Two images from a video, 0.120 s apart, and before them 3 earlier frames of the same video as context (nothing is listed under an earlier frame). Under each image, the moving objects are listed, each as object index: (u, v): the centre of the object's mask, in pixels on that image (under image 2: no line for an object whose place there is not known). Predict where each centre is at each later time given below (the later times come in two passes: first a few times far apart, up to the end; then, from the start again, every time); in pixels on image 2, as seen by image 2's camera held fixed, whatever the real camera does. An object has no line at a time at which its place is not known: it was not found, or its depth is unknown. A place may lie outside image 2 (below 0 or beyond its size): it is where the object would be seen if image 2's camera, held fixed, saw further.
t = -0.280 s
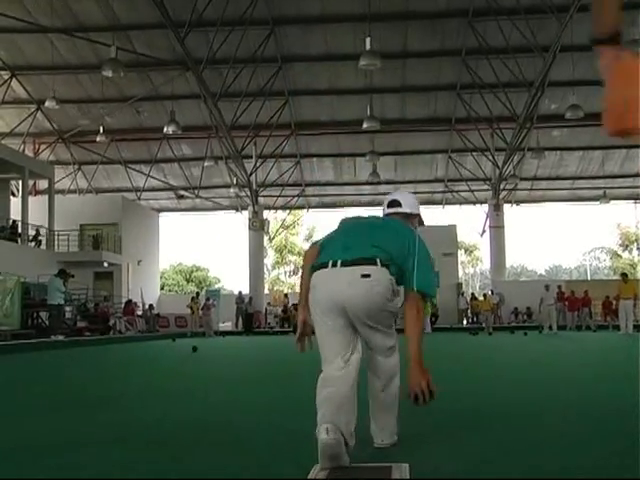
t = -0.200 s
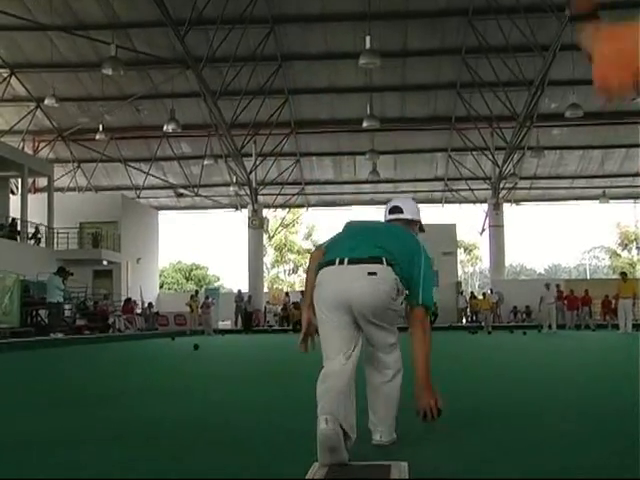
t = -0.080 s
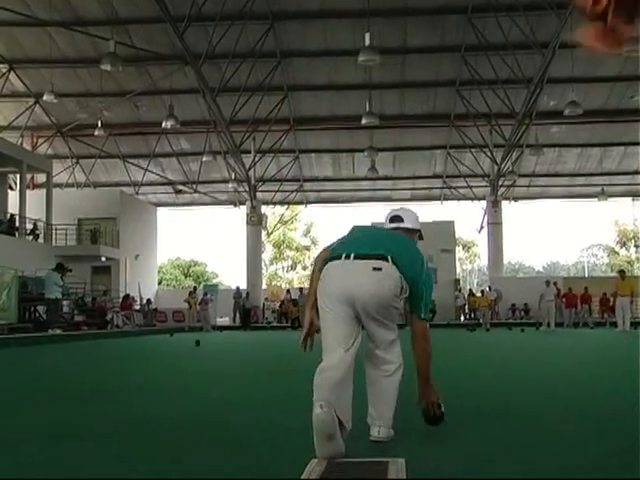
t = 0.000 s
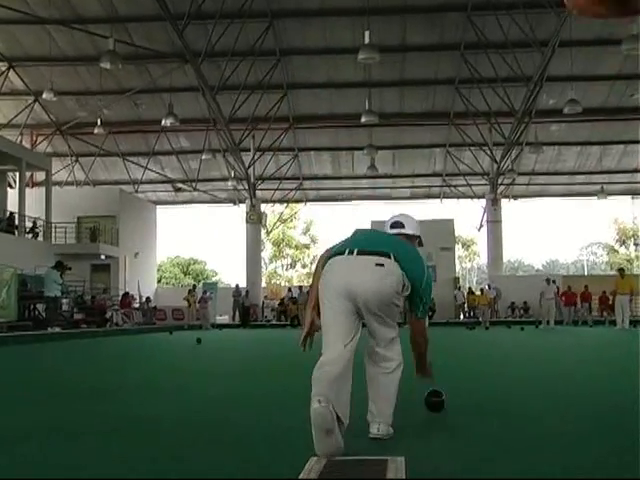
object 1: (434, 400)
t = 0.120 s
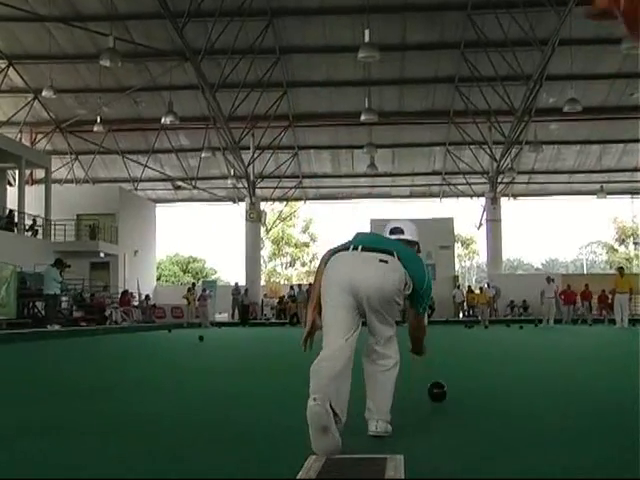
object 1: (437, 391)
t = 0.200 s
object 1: (438, 384)
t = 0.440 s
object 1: (442, 376)
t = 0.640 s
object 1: (444, 370)
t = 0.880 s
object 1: (446, 364)
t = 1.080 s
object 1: (447, 360)
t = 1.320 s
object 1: (448, 356)
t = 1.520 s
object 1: (448, 353)
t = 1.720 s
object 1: (448, 351)
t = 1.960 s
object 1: (447, 348)
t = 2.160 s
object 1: (447, 346)
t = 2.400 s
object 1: (446, 344)
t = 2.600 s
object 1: (445, 343)
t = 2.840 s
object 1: (444, 341)
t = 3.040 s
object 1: (443, 340)
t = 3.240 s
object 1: (442, 338)
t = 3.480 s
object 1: (440, 337)
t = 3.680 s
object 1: (439, 337)
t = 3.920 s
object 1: (437, 336)
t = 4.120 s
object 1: (435, 335)
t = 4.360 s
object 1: (433, 334)
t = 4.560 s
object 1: (431, 333)
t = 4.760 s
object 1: (429, 333)
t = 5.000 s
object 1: (427, 332)
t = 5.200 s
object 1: (425, 332)
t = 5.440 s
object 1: (424, 331)
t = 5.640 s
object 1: (421, 331)
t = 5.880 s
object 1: (420, 330)
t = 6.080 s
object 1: (418, 329)
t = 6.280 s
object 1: (416, 329)
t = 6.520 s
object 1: (414, 329)
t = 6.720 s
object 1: (412, 328)
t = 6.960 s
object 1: (409, 328)
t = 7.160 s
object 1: (407, 327)
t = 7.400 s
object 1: (405, 326)
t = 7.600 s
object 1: (403, 326)
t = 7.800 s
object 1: (401, 326)
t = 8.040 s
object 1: (398, 326)
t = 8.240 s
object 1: (396, 325)
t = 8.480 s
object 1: (394, 325)
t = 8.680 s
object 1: (392, 324)
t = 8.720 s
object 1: (392, 324)
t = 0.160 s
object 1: (437, 389)
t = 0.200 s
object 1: (438, 384)
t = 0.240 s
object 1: (439, 383)
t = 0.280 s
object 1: (440, 383)
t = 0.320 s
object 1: (441, 380)
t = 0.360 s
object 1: (441, 378)
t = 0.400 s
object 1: (442, 378)
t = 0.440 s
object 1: (442, 376)
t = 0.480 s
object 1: (442, 376)
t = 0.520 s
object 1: (443, 374)
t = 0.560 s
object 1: (443, 373)
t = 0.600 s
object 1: (444, 371)
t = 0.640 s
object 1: (444, 370)
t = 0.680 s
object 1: (444, 369)
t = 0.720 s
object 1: (444, 368)
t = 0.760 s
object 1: (445, 367)
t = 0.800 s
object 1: (445, 366)
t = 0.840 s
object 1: (445, 365)
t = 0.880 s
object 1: (446, 364)
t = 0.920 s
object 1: (446, 363)
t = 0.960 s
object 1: (446, 362)
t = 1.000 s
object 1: (446, 362)
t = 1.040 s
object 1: (447, 361)
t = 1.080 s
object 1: (447, 360)
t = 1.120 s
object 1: (447, 359)
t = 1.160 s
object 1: (447, 359)
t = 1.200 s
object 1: (447, 358)
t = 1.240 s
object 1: (447, 357)
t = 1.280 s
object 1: (447, 357)
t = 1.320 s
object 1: (448, 356)
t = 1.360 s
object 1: (448, 355)
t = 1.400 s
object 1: (448, 355)
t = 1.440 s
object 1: (448, 354)
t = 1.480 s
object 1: (448, 353)
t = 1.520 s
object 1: (448, 353)
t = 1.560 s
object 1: (448, 353)
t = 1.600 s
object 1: (448, 352)
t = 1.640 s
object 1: (448, 352)
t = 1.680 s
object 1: (448, 351)
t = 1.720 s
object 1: (448, 351)
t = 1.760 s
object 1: (448, 350)
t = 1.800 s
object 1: (448, 350)
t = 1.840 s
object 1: (448, 349)
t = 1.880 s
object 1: (448, 348)
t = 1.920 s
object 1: (447, 348)
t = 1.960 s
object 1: (447, 348)
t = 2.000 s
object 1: (447, 348)
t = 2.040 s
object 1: (447, 347)
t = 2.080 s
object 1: (447, 347)
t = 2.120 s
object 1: (447, 347)
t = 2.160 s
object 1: (447, 346)
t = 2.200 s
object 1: (447, 346)
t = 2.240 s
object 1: (446, 345)
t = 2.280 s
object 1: (447, 345)
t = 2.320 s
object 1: (446, 345)
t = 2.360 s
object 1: (446, 344)
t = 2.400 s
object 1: (446, 344)
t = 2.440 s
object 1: (446, 344)
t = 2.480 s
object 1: (446, 343)
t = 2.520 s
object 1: (446, 343)
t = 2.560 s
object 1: (445, 343)
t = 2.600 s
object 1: (445, 343)
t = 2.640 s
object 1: (445, 342)
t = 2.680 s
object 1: (445, 342)
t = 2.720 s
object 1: (445, 342)
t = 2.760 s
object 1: (445, 342)
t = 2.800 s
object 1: (444, 341)
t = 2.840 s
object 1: (444, 341)
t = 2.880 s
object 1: (444, 341)
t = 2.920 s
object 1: (444, 340)
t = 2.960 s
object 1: (444, 340)
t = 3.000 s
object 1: (443, 340)
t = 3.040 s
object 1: (443, 340)
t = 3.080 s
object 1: (443, 340)
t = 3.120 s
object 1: (443, 339)
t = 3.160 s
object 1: (443, 339)
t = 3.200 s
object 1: (442, 339)
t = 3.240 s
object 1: (442, 338)
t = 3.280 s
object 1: (442, 338)
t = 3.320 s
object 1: (441, 338)
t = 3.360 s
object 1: (441, 338)
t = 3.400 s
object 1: (441, 338)
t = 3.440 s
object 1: (441, 338)
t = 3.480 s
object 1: (440, 337)
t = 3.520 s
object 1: (440, 337)
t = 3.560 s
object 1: (440, 337)
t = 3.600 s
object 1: (439, 337)
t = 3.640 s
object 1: (439, 336)
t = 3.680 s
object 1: (439, 337)
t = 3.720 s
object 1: (438, 336)
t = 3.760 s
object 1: (438, 336)
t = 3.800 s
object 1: (438, 336)
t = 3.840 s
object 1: (437, 336)
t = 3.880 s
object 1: (437, 335)
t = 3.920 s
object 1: (437, 336)
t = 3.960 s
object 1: (436, 335)
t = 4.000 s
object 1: (436, 335)
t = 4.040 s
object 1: (435, 335)
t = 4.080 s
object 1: (435, 335)
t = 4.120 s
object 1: (435, 335)
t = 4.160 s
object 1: (435, 334)
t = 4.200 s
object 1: (434, 334)
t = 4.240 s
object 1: (434, 334)
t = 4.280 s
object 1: (434, 334)
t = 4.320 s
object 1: (433, 334)
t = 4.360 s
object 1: (433, 334)
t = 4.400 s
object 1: (432, 334)
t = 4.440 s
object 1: (432, 334)
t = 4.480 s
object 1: (432, 334)
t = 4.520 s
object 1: (431, 334)
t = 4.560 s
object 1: (431, 333)
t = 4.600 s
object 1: (431, 333)
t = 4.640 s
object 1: (430, 333)
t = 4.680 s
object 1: (430, 333)
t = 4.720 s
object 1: (430, 333)
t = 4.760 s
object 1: (429, 333)
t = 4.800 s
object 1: (429, 333)
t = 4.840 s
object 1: (429, 333)
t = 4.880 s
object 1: (428, 333)
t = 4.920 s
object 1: (428, 332)
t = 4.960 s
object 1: (428, 332)
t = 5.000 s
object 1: (427, 332)
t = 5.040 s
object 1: (427, 332)
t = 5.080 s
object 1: (426, 332)
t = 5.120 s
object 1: (426, 332)
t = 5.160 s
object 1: (426, 332)
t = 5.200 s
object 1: (425, 332)
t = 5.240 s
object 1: (425, 332)
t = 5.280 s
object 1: (425, 332)
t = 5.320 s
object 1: (425, 331)
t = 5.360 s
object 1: (424, 331)
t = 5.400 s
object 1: (424, 331)
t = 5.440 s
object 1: (424, 331)
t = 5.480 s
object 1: (423, 331)
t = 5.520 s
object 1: (423, 331)
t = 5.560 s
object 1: (422, 331)
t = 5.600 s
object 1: (422, 331)
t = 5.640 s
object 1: (421, 331)
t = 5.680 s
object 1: (421, 331)
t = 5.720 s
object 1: (421, 331)
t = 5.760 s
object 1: (421, 330)
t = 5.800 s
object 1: (420, 330)
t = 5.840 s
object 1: (420, 330)
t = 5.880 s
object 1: (420, 330)
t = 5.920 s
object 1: (419, 330)
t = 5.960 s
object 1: (419, 330)
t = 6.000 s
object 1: (419, 330)
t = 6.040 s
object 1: (418, 330)
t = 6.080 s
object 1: (418, 329)
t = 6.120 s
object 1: (417, 329)
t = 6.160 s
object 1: (417, 329)
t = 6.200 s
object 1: (417, 329)
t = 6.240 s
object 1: (416, 329)
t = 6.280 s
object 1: (416, 329)
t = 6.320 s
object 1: (416, 329)
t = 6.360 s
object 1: (415, 329)
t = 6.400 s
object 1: (415, 329)
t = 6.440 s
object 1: (414, 329)
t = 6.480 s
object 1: (414, 328)
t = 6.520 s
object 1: (414, 329)
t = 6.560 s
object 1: (413, 328)
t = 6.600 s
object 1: (413, 328)
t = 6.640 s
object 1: (412, 328)
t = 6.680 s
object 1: (412, 328)
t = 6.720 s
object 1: (412, 328)
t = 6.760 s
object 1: (412, 328)
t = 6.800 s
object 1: (411, 328)
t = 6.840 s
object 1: (411, 328)
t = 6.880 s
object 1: (410, 328)
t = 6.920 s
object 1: (410, 328)
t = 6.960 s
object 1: (409, 328)
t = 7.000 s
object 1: (409, 328)
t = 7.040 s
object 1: (409, 328)
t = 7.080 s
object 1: (408, 328)
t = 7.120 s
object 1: (408, 328)
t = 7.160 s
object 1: (407, 327)
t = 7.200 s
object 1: (407, 327)
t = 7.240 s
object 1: (406, 327)
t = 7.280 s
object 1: (406, 327)
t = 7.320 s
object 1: (406, 327)
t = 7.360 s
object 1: (405, 327)
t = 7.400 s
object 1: (405, 326)
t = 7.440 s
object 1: (405, 327)
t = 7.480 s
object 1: (404, 326)
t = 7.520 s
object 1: (404, 327)
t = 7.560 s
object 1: (404, 326)
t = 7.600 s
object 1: (403, 326)
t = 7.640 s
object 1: (403, 326)
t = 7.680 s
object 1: (402, 326)
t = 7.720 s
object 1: (401, 326)
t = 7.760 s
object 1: (401, 326)
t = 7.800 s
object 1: (401, 326)
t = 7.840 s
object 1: (400, 326)
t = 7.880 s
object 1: (400, 326)
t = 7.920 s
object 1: (400, 326)
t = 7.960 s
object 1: (399, 326)
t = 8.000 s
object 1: (399, 326)
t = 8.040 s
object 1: (398, 326)
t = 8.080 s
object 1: (398, 326)
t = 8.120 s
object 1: (397, 326)
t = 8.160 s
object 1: (397, 326)
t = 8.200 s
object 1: (396, 326)
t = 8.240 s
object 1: (396, 325)
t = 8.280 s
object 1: (396, 326)
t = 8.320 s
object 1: (396, 325)
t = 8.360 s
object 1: (395, 325)
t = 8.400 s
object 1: (395, 325)
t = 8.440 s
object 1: (394, 325)
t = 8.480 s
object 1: (394, 325)
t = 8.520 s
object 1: (393, 325)
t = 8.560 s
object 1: (393, 325)
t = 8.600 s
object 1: (392, 325)
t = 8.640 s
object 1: (392, 325)
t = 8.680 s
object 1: (392, 324)
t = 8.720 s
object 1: (392, 324)
